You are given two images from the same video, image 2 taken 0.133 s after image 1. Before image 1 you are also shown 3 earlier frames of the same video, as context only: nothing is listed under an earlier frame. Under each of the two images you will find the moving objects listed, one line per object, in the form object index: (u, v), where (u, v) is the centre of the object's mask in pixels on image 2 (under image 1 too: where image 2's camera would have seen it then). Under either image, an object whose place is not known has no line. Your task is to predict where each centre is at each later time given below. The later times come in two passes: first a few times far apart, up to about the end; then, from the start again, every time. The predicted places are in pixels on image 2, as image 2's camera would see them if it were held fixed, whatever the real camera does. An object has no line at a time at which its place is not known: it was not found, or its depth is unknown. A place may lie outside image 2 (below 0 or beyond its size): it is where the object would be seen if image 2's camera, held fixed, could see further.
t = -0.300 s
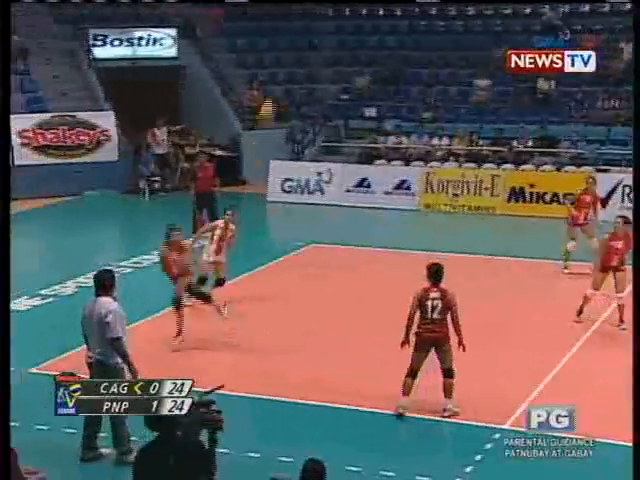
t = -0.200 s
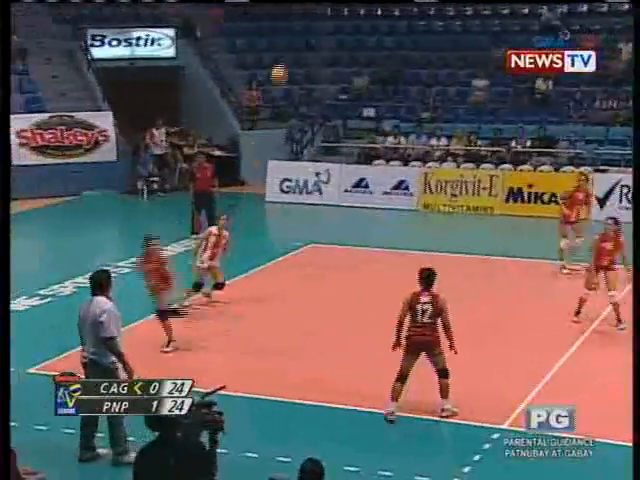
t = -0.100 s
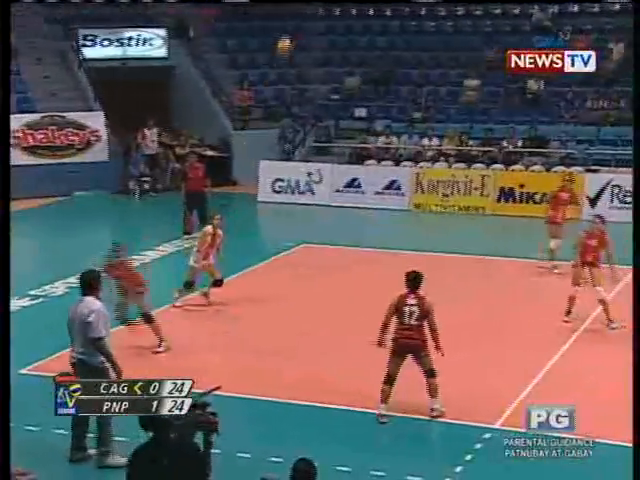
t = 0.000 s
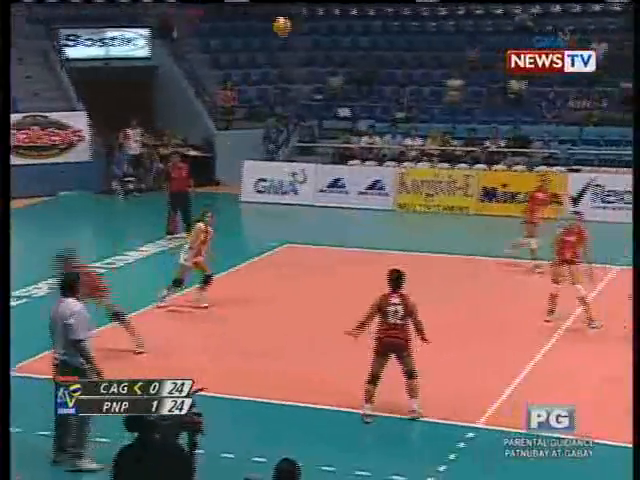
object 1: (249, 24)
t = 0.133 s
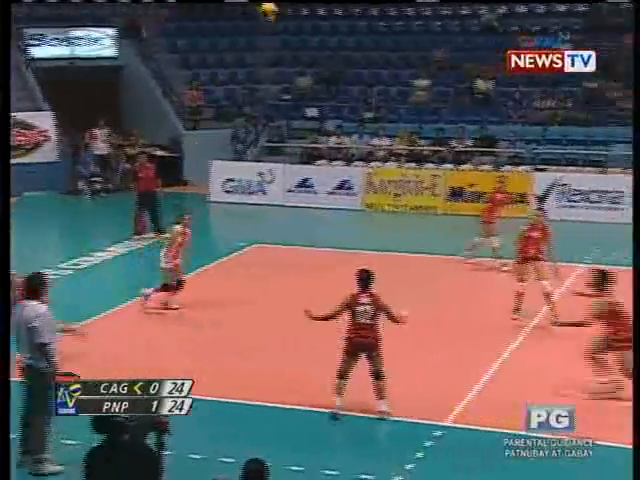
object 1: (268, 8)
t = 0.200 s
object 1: (277, 7)
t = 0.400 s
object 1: (306, 23)
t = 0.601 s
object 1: (337, 74)
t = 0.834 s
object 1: (370, 175)
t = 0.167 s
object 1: (272, 7)
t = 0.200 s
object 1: (277, 7)
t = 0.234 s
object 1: (281, 7)
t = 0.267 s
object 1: (287, 7)
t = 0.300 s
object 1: (291, 9)
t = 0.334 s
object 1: (297, 14)
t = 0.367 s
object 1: (301, 18)
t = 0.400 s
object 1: (306, 23)
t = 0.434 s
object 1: (309, 30)
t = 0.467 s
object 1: (315, 37)
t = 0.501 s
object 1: (321, 47)
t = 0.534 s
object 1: (327, 56)
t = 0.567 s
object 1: (332, 65)
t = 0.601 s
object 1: (337, 74)
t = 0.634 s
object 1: (341, 88)
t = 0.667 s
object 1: (346, 102)
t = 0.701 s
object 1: (350, 113)
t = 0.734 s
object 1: (356, 128)
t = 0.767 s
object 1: (360, 144)
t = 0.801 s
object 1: (364, 157)
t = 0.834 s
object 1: (370, 175)
